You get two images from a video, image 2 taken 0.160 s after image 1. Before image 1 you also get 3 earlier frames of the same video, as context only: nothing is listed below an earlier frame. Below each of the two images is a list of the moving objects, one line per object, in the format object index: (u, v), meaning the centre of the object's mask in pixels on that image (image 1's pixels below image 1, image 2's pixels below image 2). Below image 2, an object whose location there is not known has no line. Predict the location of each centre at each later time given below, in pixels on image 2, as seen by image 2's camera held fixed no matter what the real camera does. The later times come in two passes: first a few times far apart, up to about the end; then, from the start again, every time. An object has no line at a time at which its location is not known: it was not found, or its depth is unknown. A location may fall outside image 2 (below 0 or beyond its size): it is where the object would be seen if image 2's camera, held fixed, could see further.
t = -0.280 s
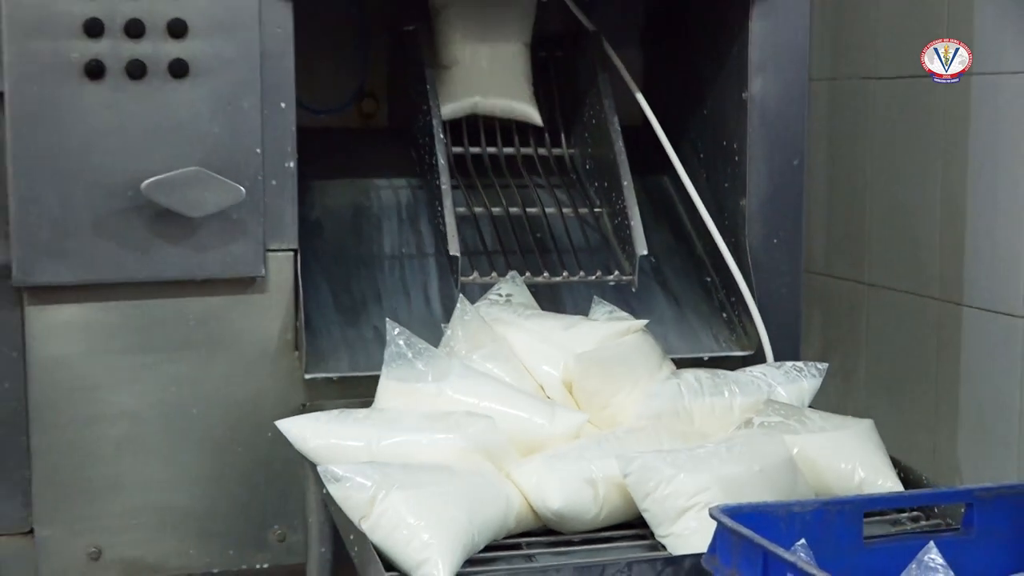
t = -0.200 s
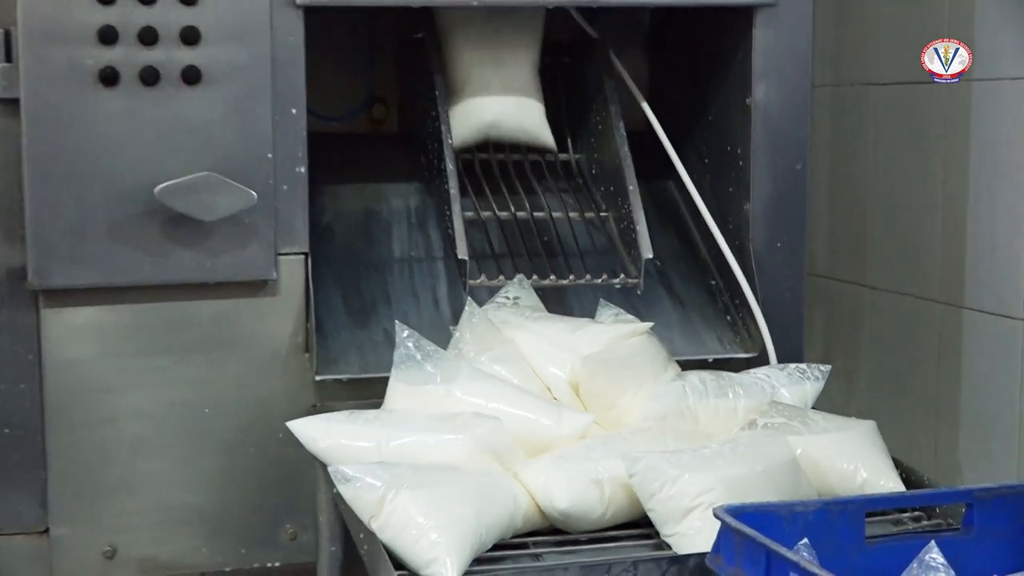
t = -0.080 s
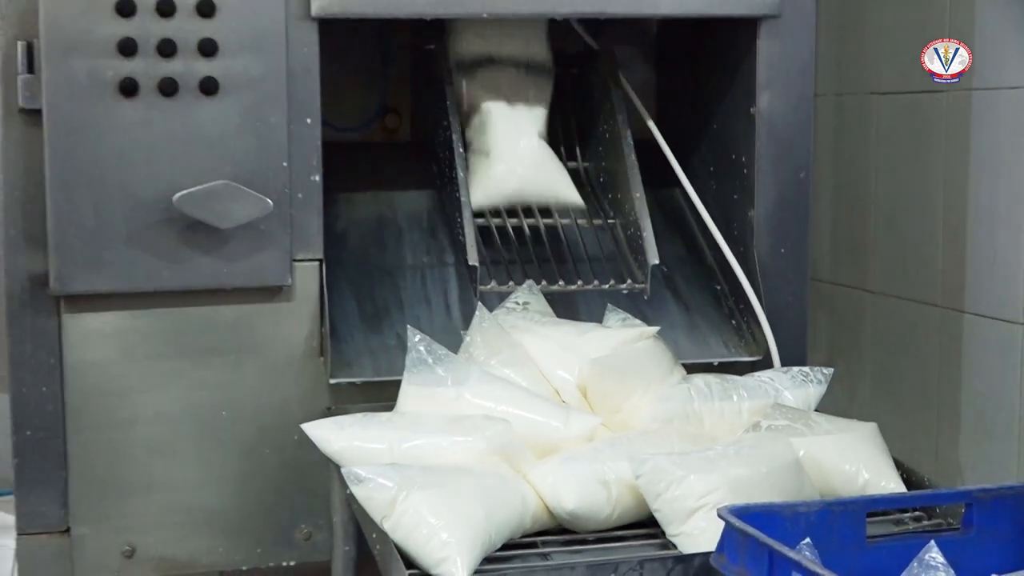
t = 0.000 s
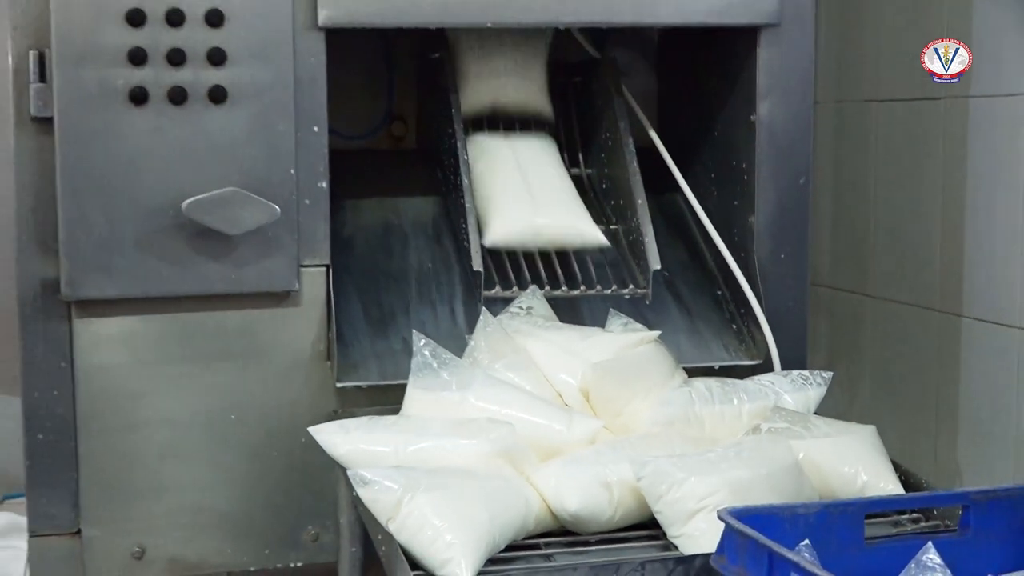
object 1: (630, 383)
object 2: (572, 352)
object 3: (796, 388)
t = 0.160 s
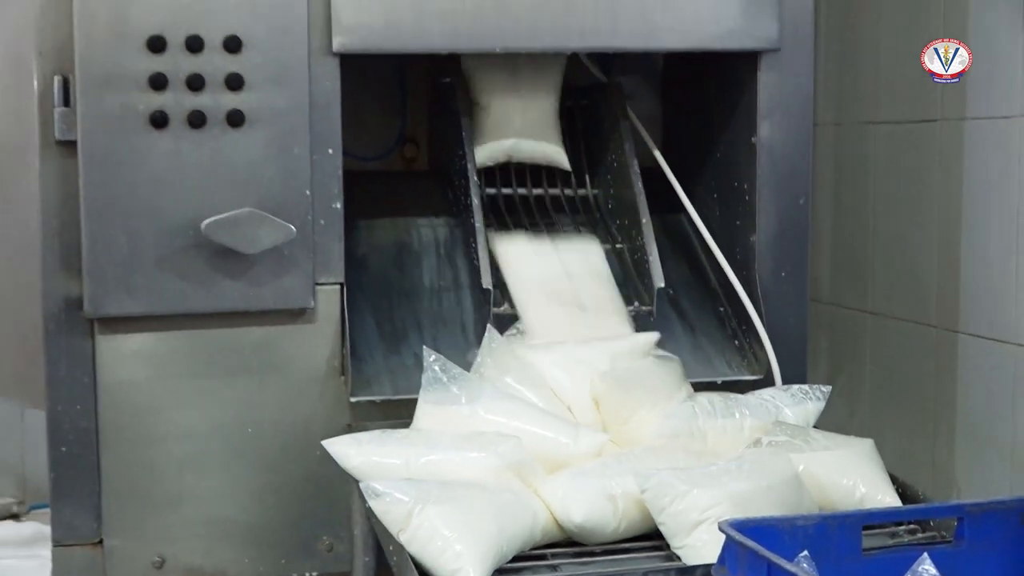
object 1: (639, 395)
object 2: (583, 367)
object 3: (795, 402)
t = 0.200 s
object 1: (641, 394)
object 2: (580, 368)
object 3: (794, 401)
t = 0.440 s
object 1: (653, 392)
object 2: (570, 375)
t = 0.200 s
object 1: (641, 394)
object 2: (580, 368)
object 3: (794, 401)
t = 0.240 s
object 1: (643, 391)
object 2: (576, 374)
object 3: (795, 401)
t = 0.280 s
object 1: (649, 395)
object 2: (568, 374)
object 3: (797, 401)
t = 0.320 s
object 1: (649, 394)
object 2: (568, 373)
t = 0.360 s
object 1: (650, 392)
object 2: (569, 373)
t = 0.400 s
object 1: (650, 391)
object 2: (568, 374)
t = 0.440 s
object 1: (653, 392)
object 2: (570, 375)
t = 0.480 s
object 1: (653, 392)
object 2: (574, 373)
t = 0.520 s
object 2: (575, 373)
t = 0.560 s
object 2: (578, 373)
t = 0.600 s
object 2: (579, 375)
